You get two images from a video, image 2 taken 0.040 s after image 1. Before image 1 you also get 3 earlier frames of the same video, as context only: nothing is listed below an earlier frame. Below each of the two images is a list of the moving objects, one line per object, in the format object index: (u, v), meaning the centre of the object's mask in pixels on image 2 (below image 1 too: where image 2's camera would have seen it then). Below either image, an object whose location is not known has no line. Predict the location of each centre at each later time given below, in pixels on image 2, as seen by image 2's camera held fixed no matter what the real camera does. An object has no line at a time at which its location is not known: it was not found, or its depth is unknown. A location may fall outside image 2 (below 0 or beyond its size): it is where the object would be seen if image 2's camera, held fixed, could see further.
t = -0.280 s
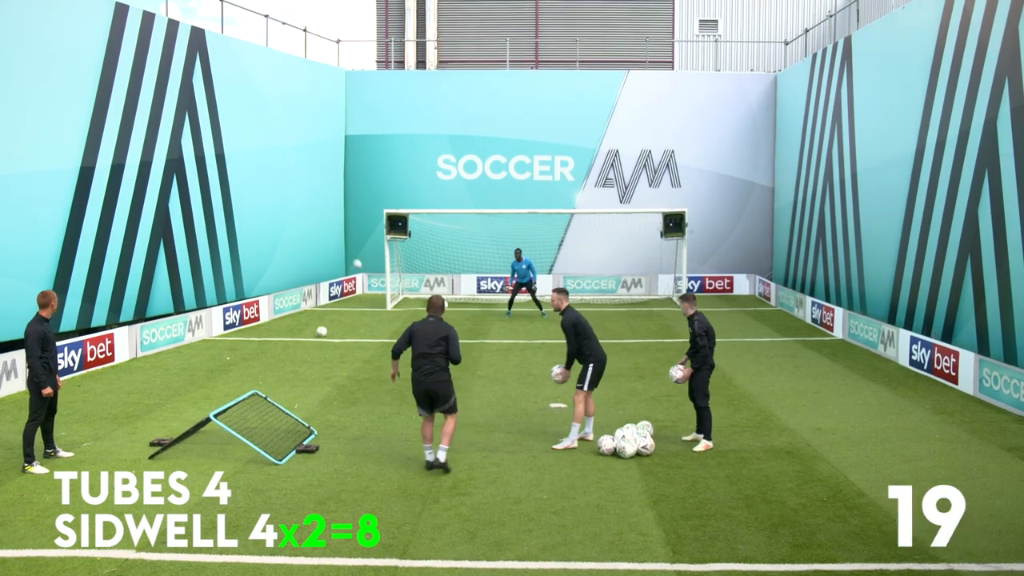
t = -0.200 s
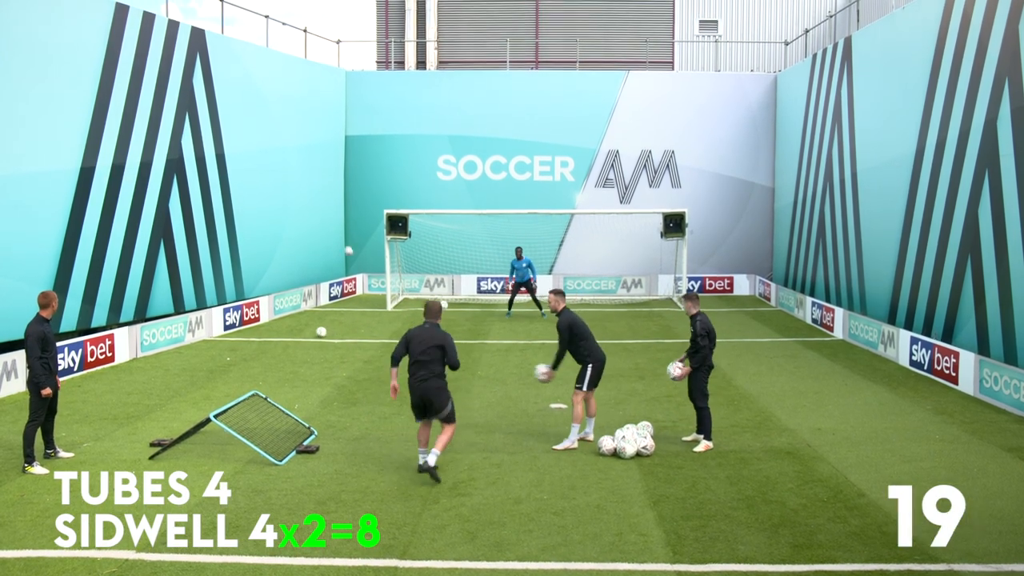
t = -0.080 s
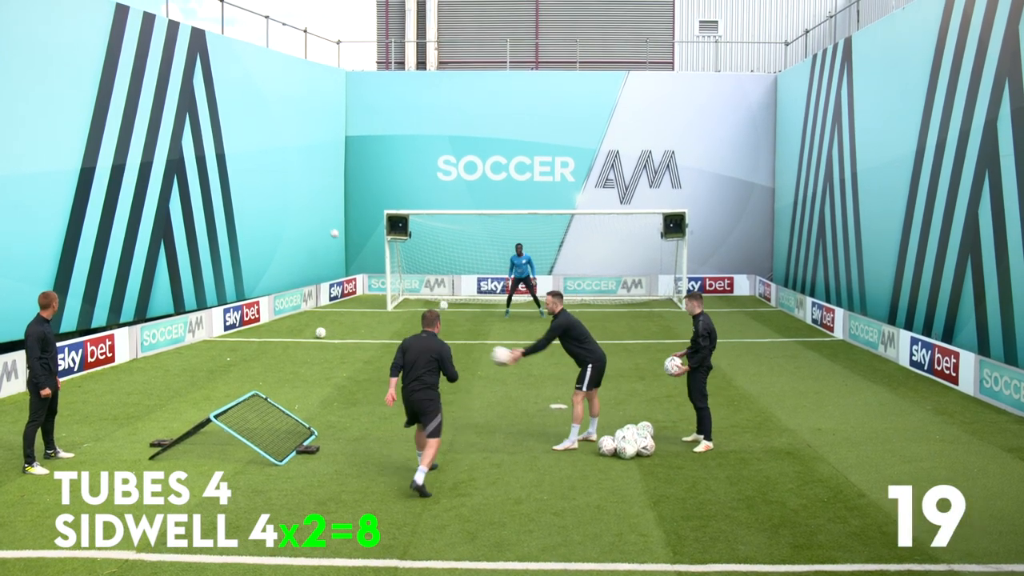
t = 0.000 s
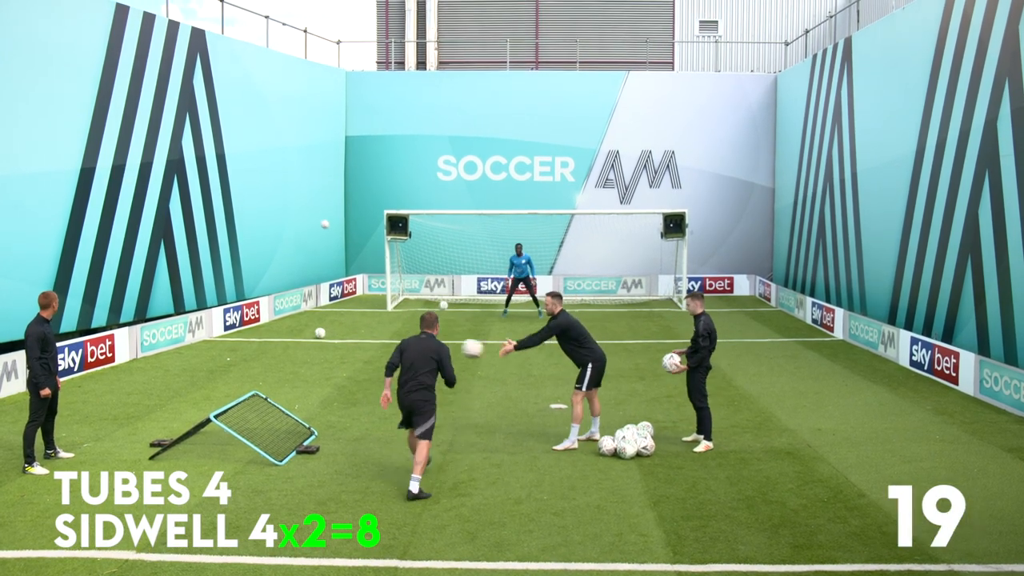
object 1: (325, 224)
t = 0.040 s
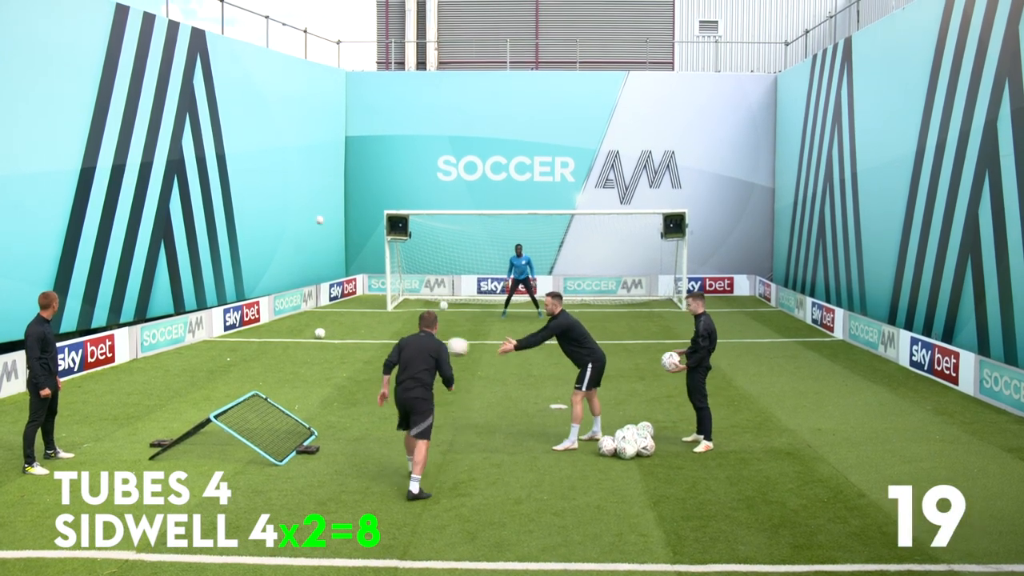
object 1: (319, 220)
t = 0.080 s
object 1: (314, 216)
